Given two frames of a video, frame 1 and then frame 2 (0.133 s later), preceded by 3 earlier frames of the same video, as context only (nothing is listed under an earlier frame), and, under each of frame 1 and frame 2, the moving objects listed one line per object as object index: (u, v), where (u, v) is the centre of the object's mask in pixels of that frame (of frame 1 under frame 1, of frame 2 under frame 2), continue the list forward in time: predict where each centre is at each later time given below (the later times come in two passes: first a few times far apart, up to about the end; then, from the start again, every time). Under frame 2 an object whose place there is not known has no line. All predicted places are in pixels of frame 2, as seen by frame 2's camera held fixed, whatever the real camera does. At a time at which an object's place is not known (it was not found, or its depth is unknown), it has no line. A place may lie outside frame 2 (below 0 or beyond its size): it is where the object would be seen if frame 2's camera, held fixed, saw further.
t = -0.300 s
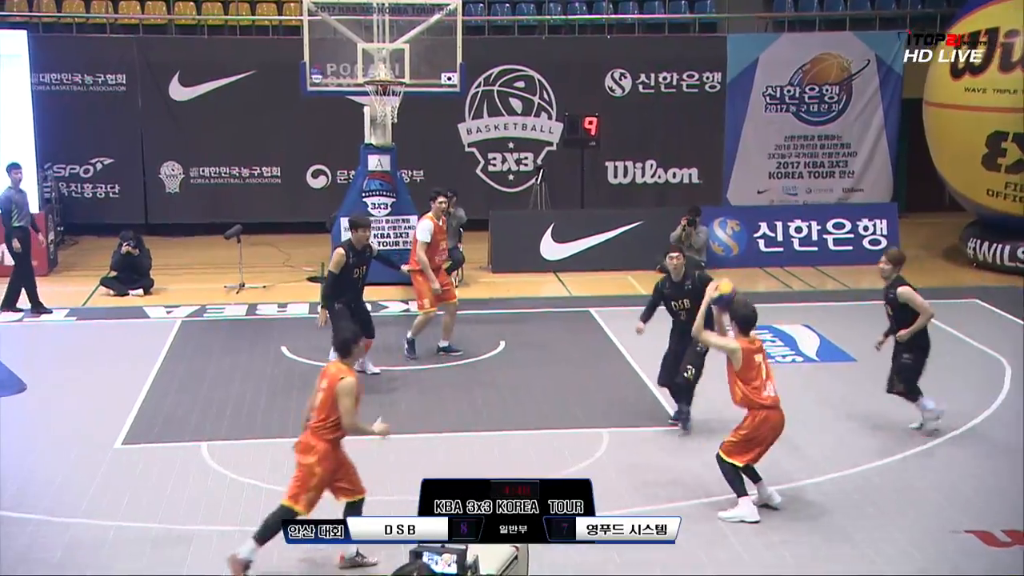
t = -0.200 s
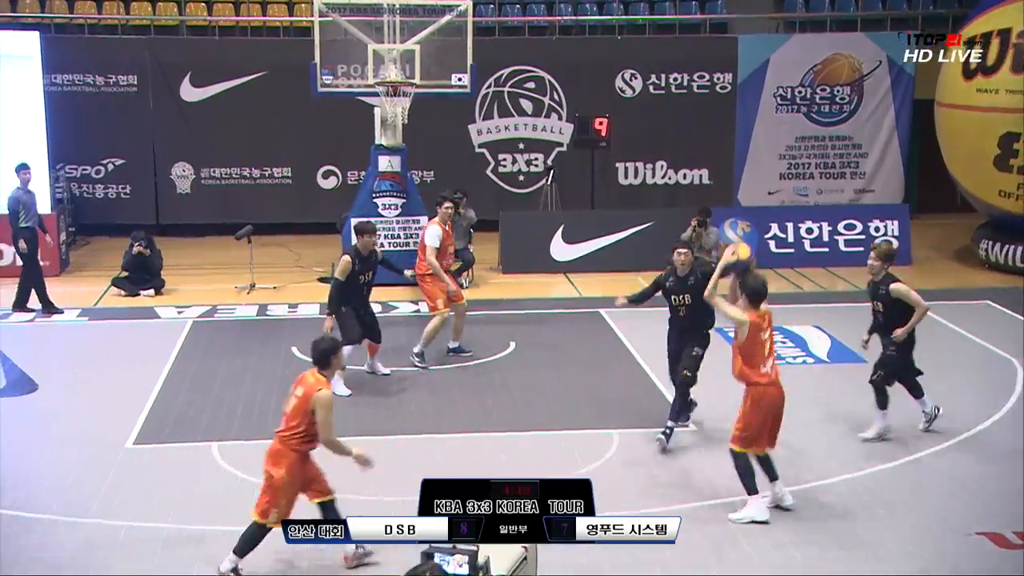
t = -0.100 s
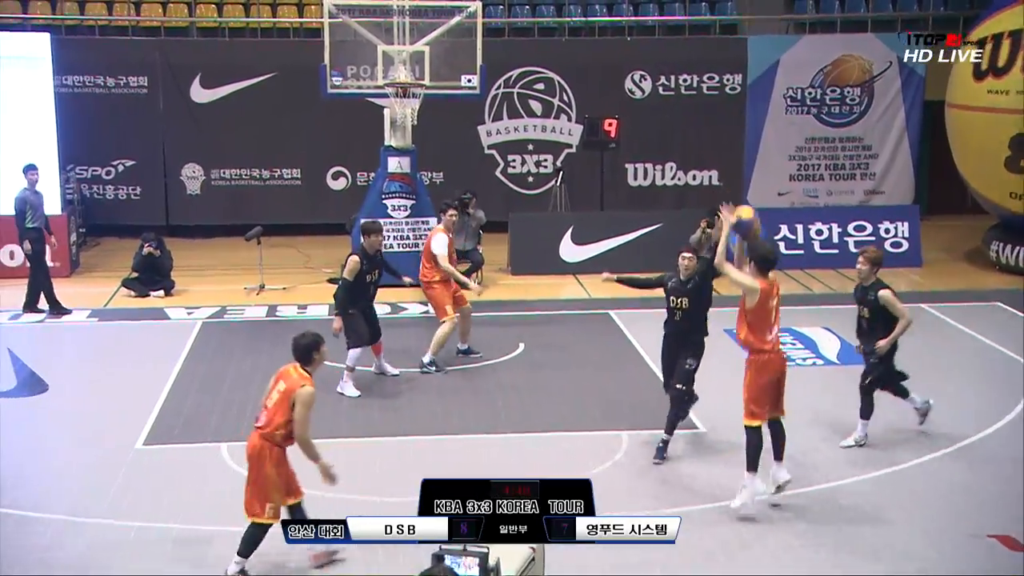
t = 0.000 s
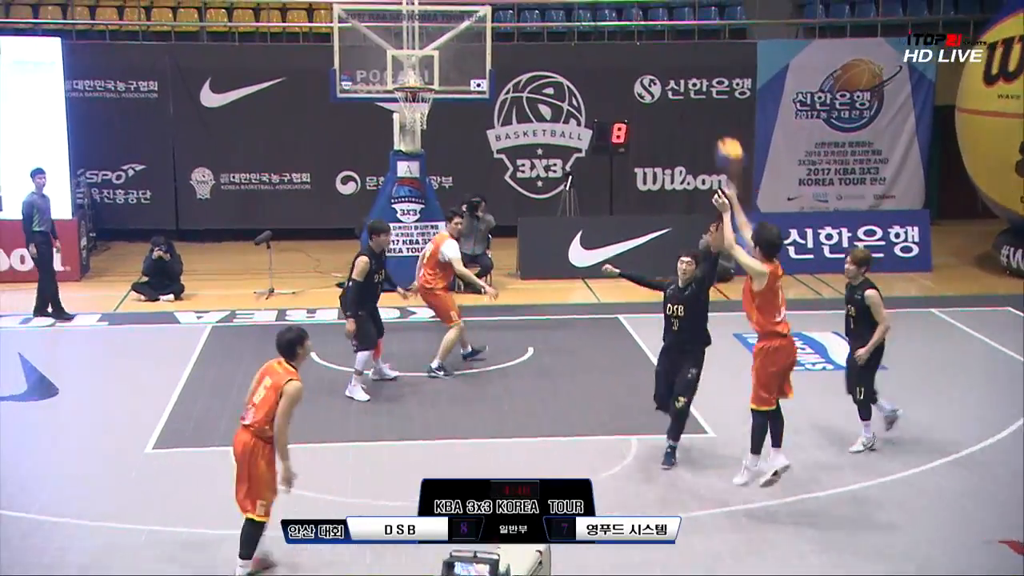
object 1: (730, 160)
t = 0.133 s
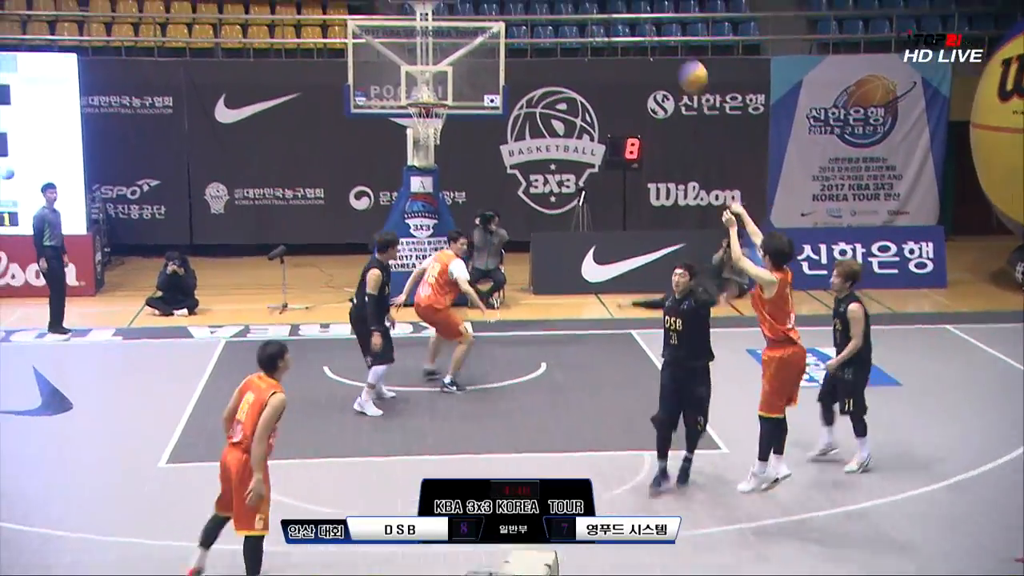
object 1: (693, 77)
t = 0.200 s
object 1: (670, 40)
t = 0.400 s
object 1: (603, -39)
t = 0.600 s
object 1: (548, -57)
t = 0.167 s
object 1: (680, 56)
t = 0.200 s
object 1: (670, 40)
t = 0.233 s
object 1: (659, 24)
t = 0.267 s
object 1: (647, 10)
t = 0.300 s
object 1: (636, -3)
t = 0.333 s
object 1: (626, -14)
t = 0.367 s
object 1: (615, -24)
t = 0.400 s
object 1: (603, -39)
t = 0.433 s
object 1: (596, -38)
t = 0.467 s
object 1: (586, -46)
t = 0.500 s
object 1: (575, -53)
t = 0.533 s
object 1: (566, -54)
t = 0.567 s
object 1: (557, -55)
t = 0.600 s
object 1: (548, -57)
